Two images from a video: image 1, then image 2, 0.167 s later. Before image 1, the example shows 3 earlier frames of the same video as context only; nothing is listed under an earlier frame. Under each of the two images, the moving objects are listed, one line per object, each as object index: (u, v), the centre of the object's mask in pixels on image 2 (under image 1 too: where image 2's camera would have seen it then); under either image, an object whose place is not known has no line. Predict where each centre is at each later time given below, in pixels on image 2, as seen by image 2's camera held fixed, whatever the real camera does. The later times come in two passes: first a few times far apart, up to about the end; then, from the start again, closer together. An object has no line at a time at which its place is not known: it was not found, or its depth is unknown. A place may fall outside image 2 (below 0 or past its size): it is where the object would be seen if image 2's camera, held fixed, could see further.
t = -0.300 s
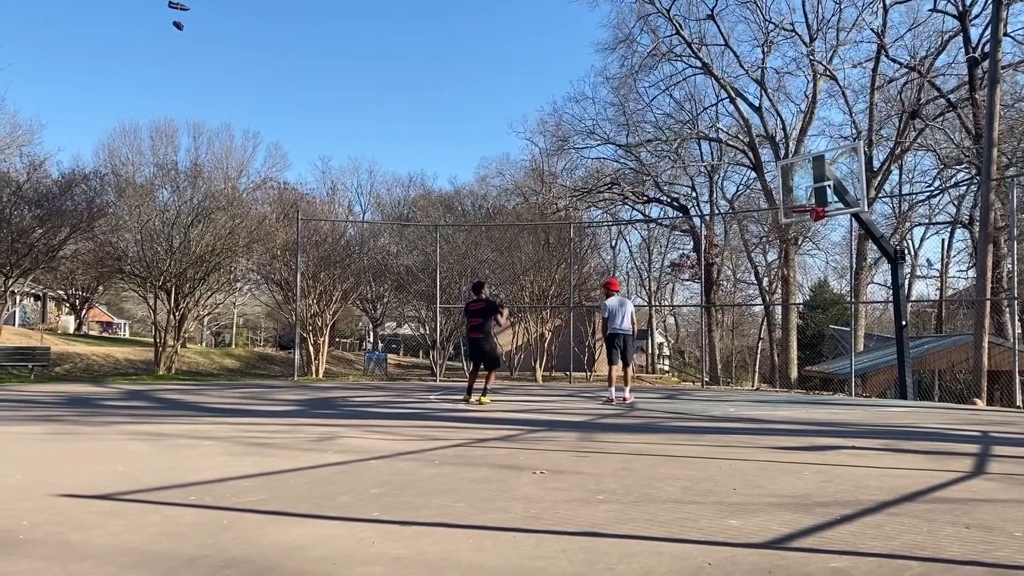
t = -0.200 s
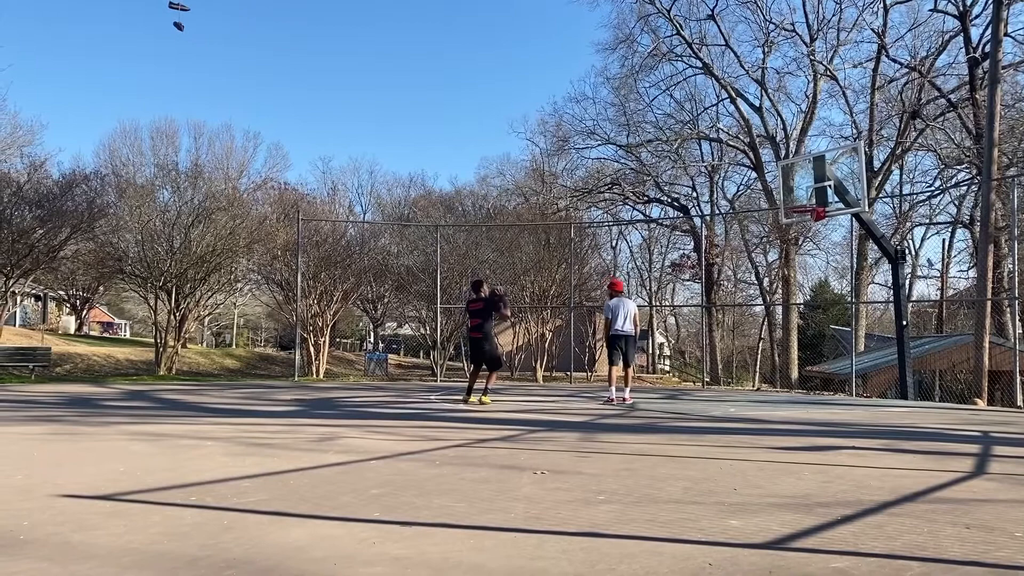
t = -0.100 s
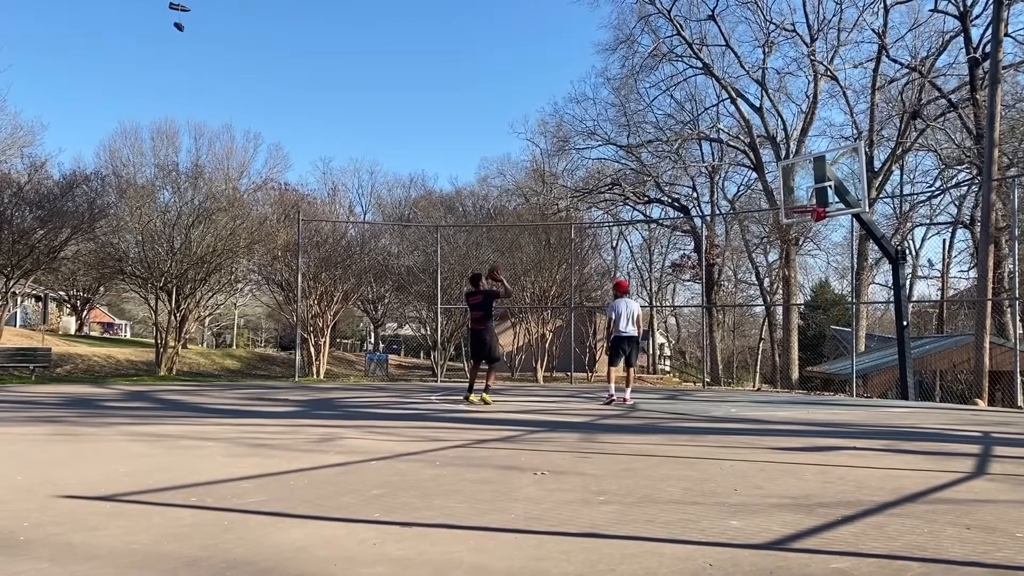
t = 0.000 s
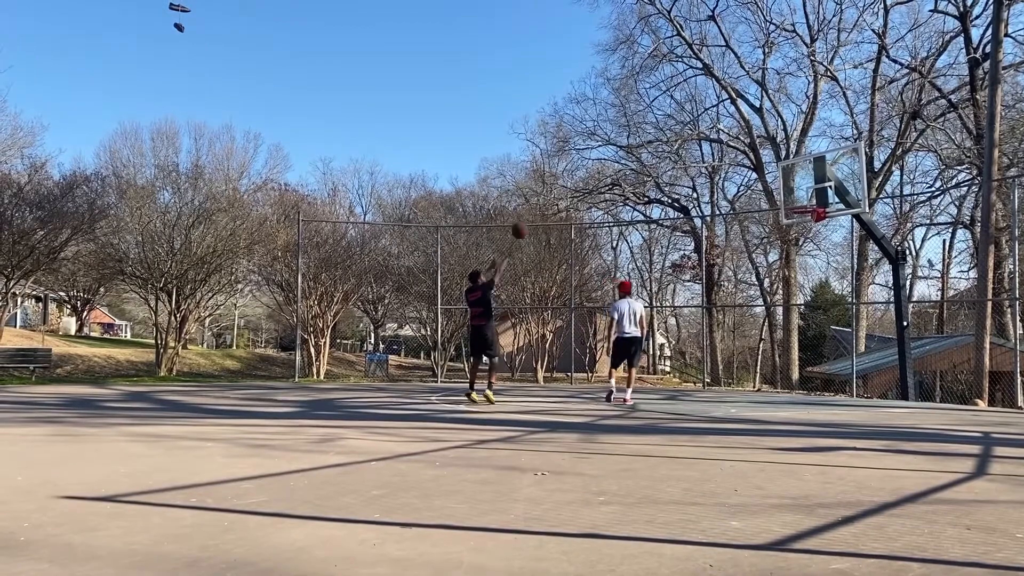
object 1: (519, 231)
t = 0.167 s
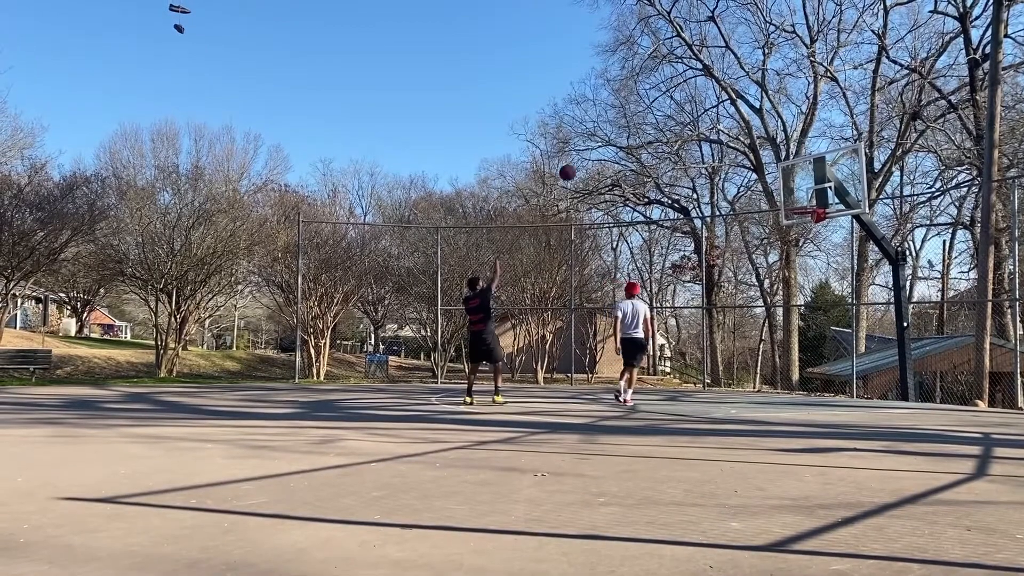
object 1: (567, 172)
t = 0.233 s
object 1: (586, 155)
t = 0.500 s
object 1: (656, 116)
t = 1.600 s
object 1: (804, 233)
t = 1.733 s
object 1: (810, 239)
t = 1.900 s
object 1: (817, 257)
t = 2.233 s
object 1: (833, 343)
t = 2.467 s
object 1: (838, 366)
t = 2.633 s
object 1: (840, 330)
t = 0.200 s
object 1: (576, 163)
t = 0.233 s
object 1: (586, 155)
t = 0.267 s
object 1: (595, 147)
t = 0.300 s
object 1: (604, 141)
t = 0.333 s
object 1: (613, 134)
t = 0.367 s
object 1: (622, 129)
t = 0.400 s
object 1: (630, 125)
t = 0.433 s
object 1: (639, 121)
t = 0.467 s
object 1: (648, 118)
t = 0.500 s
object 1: (656, 116)
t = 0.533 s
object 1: (665, 114)
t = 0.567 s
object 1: (673, 114)
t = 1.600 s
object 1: (804, 233)
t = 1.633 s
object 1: (806, 236)
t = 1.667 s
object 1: (807, 237)
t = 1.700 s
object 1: (808, 238)
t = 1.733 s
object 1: (810, 239)
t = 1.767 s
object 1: (811, 241)
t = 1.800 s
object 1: (812, 244)
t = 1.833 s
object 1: (814, 248)
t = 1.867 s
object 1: (816, 251)
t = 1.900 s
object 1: (817, 257)
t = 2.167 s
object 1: (828, 320)
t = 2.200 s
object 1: (831, 331)
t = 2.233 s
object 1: (833, 343)
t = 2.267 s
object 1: (832, 356)
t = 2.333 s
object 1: (836, 381)
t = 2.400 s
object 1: (837, 385)
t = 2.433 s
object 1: (837, 375)
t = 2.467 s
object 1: (838, 366)
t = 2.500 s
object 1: (837, 356)
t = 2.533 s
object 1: (838, 347)
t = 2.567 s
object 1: (838, 341)
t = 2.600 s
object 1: (838, 334)
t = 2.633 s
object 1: (840, 330)
